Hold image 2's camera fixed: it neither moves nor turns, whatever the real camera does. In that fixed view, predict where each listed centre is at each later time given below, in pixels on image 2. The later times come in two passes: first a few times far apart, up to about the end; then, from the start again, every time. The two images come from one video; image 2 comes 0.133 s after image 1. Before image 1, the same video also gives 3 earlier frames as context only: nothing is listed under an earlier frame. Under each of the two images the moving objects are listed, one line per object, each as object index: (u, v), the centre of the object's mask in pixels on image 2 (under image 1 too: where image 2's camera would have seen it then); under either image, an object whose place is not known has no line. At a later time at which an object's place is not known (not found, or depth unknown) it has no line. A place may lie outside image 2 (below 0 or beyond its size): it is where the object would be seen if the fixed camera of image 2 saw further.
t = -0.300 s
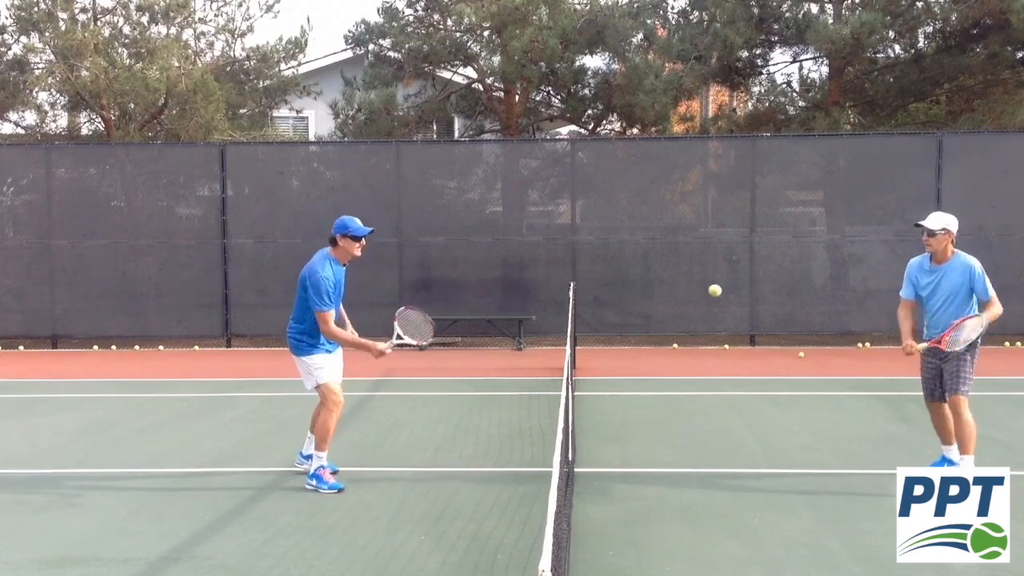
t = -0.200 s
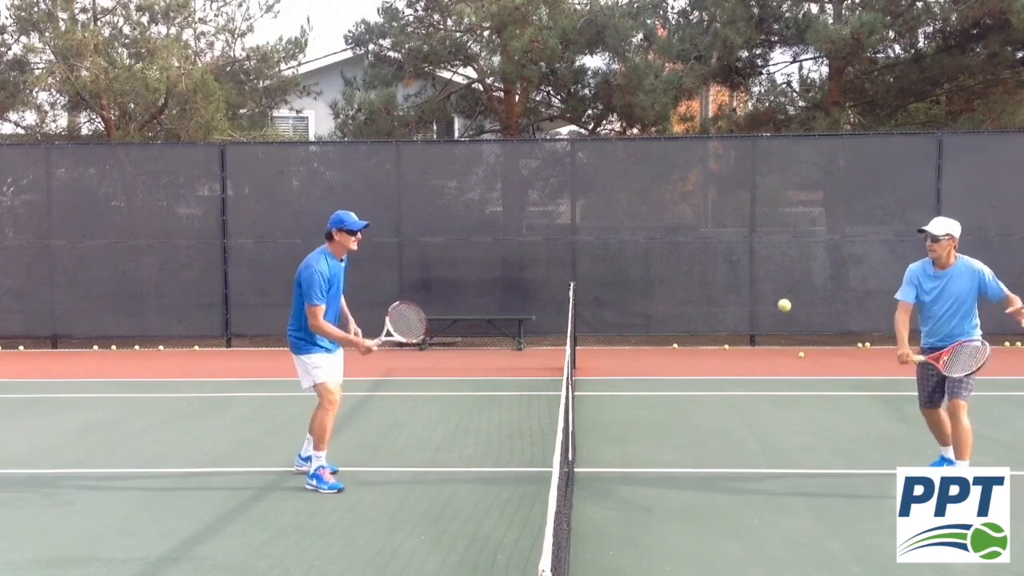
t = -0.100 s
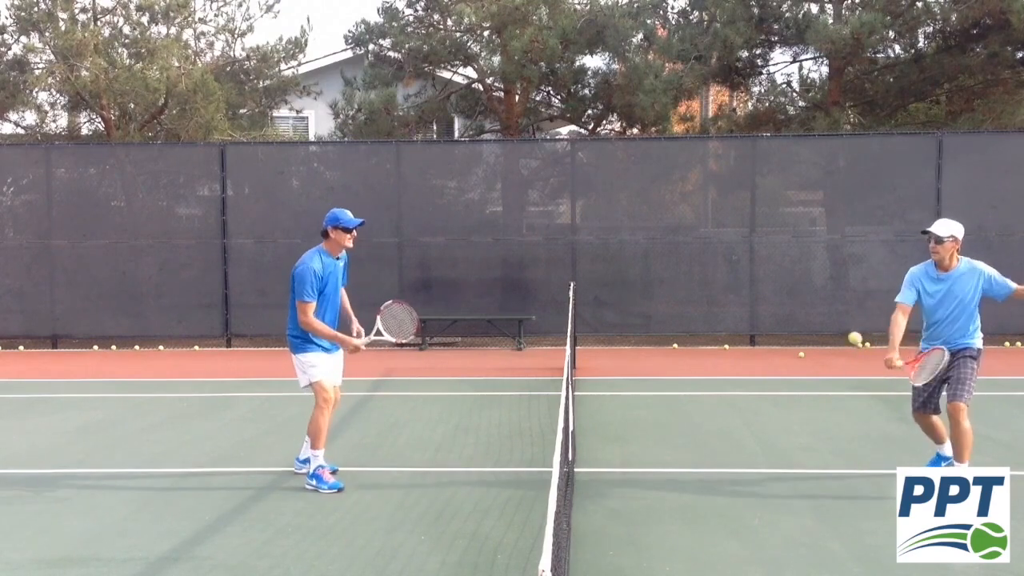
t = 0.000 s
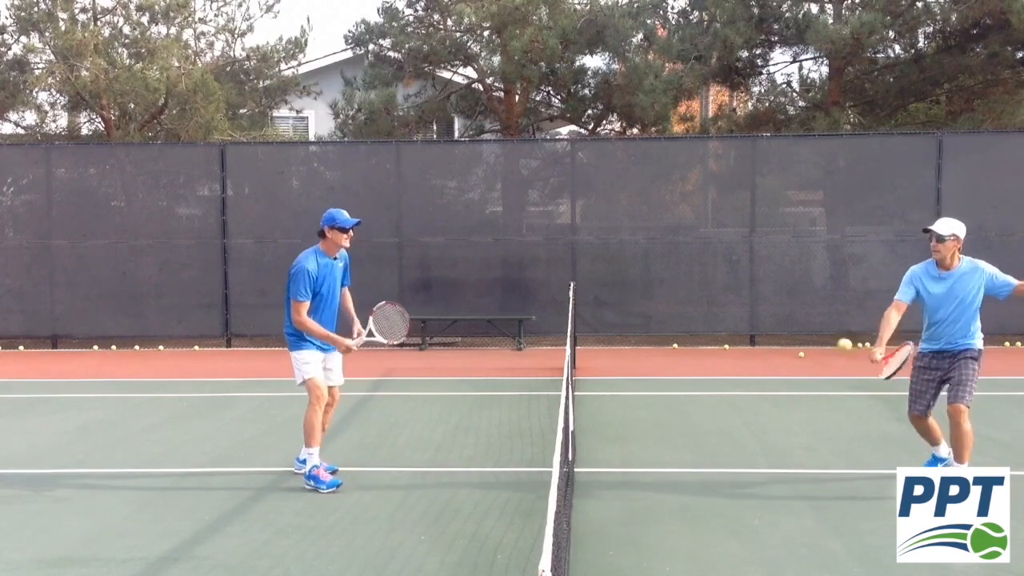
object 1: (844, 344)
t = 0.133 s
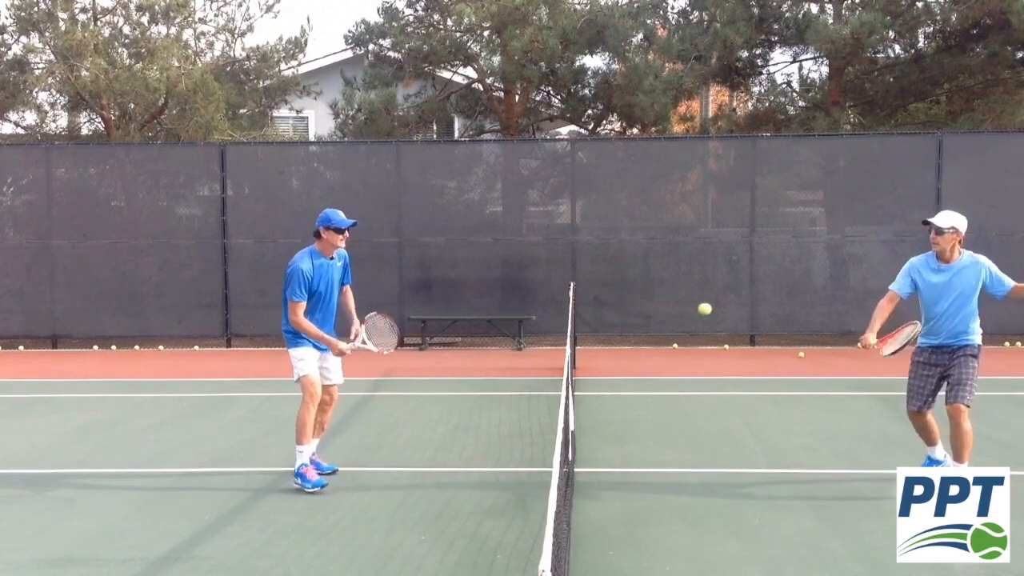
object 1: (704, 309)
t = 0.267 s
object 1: (570, 304)
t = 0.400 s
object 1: (439, 330)
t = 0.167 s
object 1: (670, 305)
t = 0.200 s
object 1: (637, 303)
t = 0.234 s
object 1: (603, 302)
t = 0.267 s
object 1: (570, 304)
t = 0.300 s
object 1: (537, 307)
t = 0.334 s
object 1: (504, 313)
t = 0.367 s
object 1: (471, 320)
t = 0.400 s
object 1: (439, 330)
